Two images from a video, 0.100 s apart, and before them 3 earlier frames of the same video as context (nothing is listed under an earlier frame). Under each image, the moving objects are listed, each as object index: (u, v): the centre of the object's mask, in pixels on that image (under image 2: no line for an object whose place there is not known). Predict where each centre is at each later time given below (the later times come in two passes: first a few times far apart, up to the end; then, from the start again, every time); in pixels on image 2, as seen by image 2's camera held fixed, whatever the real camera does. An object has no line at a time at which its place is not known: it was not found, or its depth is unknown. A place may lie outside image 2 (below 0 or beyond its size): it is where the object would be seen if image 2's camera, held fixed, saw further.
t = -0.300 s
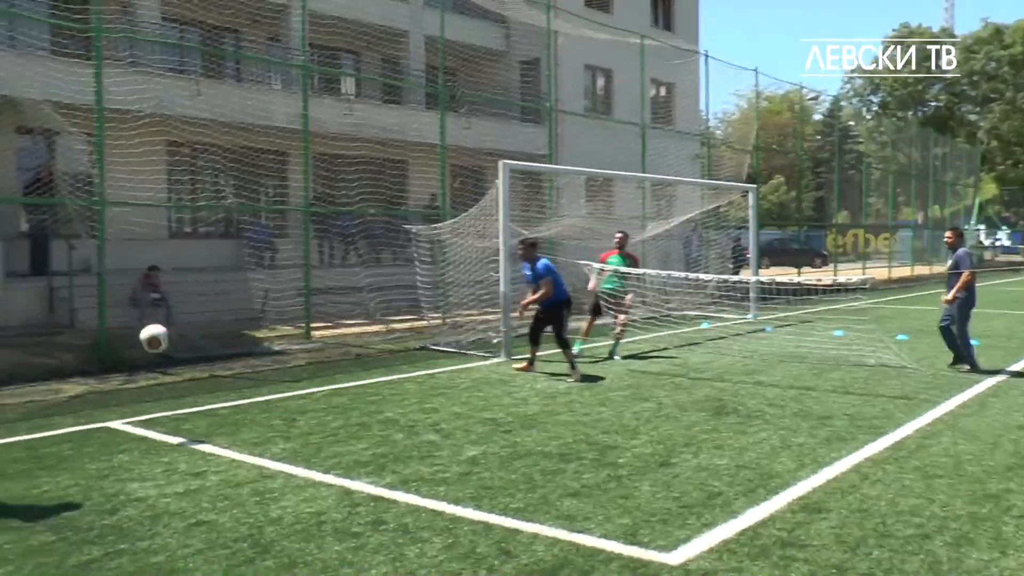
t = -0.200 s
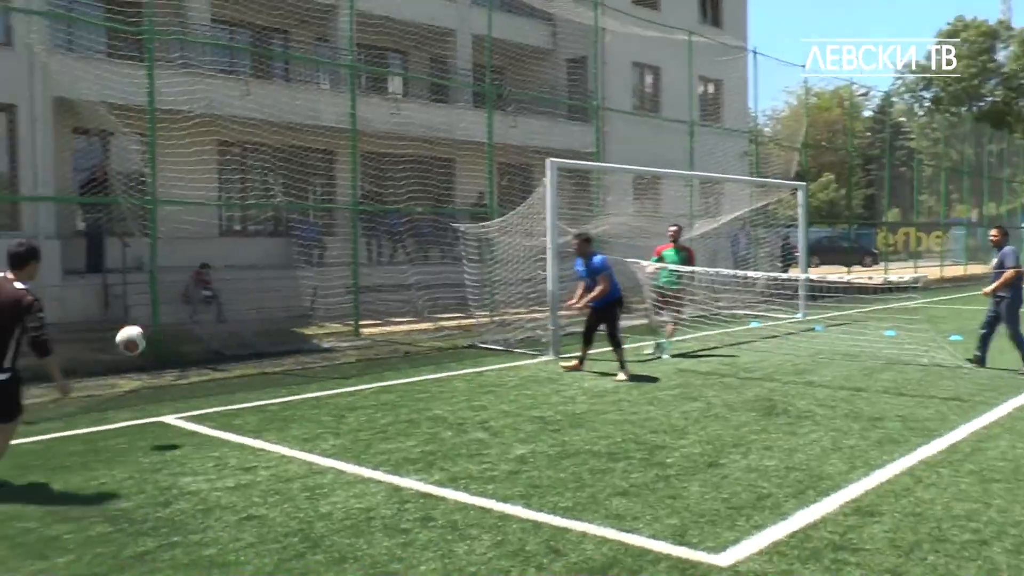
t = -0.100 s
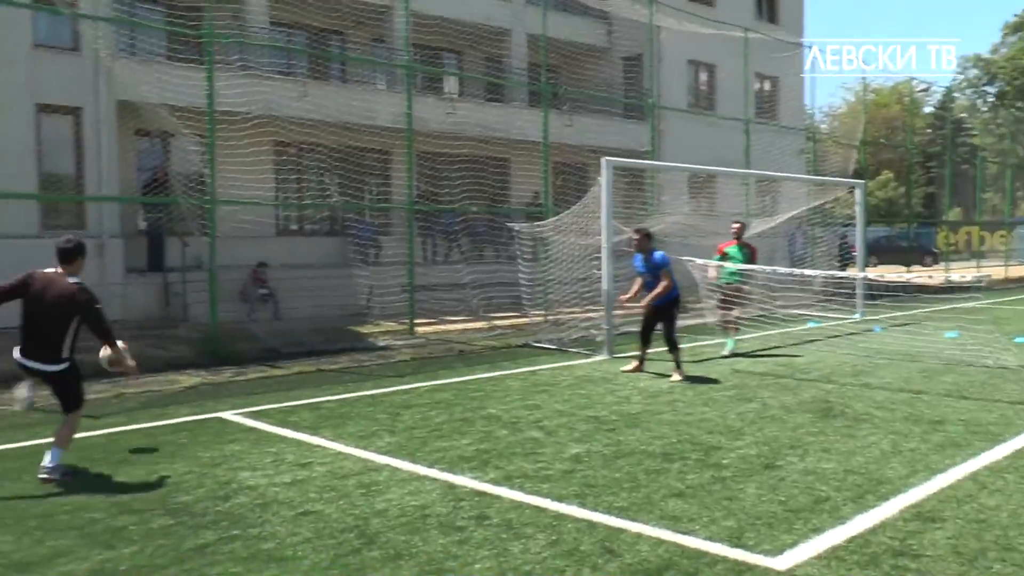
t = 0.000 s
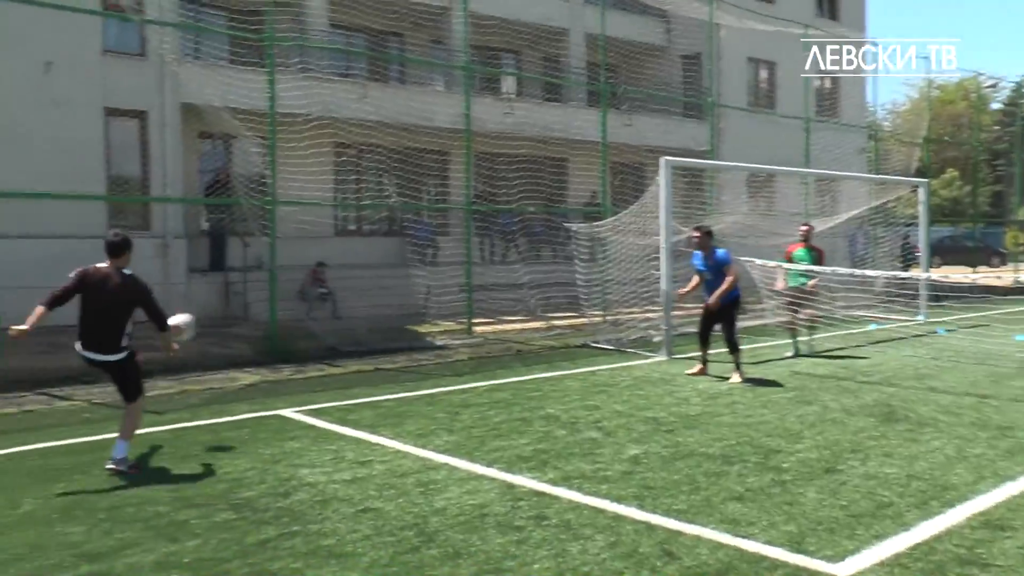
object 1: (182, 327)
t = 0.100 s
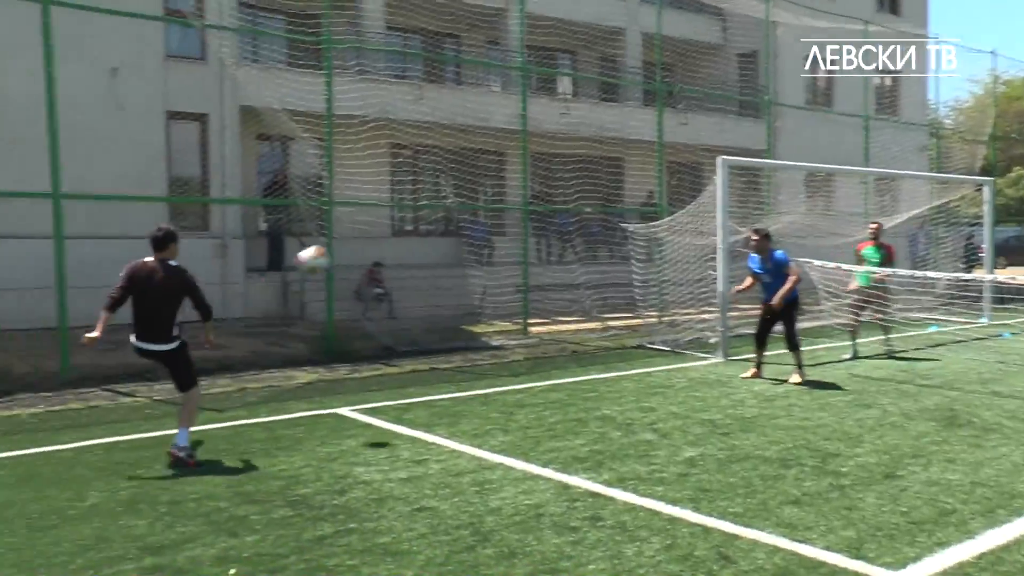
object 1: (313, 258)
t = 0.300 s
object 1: (463, 168)
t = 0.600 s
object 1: (654, 129)
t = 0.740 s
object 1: (733, 147)
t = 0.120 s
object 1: (328, 249)
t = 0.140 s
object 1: (344, 236)
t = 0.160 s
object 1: (358, 226)
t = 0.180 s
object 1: (374, 217)
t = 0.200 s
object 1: (389, 207)
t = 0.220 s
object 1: (405, 200)
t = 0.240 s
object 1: (420, 189)
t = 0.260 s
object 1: (435, 181)
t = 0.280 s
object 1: (449, 174)
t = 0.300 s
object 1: (463, 168)
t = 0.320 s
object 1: (477, 163)
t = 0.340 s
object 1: (491, 157)
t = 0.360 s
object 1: (505, 152)
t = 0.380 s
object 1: (519, 148)
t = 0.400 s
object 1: (531, 141)
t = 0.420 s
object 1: (545, 139)
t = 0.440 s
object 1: (558, 135)
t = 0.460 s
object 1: (571, 132)
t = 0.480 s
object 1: (584, 130)
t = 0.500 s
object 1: (595, 130)
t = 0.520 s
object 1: (608, 129)
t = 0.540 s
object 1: (620, 130)
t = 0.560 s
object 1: (632, 130)
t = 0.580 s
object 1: (645, 130)
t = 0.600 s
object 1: (654, 129)
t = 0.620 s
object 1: (666, 131)
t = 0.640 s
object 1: (677, 131)
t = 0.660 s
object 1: (689, 133)
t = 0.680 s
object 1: (701, 137)
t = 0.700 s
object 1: (713, 139)
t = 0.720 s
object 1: (723, 143)
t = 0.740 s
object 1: (733, 147)
